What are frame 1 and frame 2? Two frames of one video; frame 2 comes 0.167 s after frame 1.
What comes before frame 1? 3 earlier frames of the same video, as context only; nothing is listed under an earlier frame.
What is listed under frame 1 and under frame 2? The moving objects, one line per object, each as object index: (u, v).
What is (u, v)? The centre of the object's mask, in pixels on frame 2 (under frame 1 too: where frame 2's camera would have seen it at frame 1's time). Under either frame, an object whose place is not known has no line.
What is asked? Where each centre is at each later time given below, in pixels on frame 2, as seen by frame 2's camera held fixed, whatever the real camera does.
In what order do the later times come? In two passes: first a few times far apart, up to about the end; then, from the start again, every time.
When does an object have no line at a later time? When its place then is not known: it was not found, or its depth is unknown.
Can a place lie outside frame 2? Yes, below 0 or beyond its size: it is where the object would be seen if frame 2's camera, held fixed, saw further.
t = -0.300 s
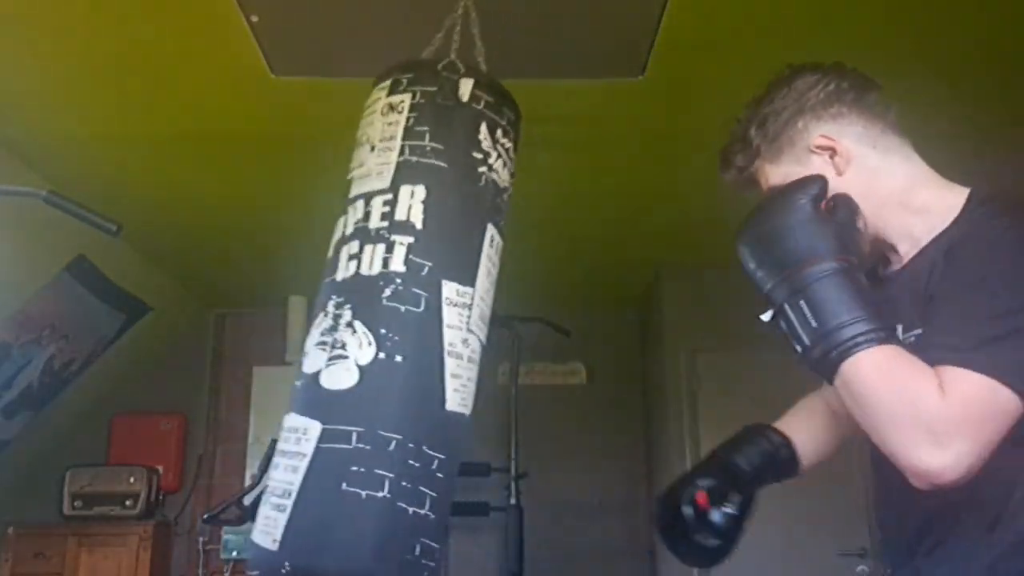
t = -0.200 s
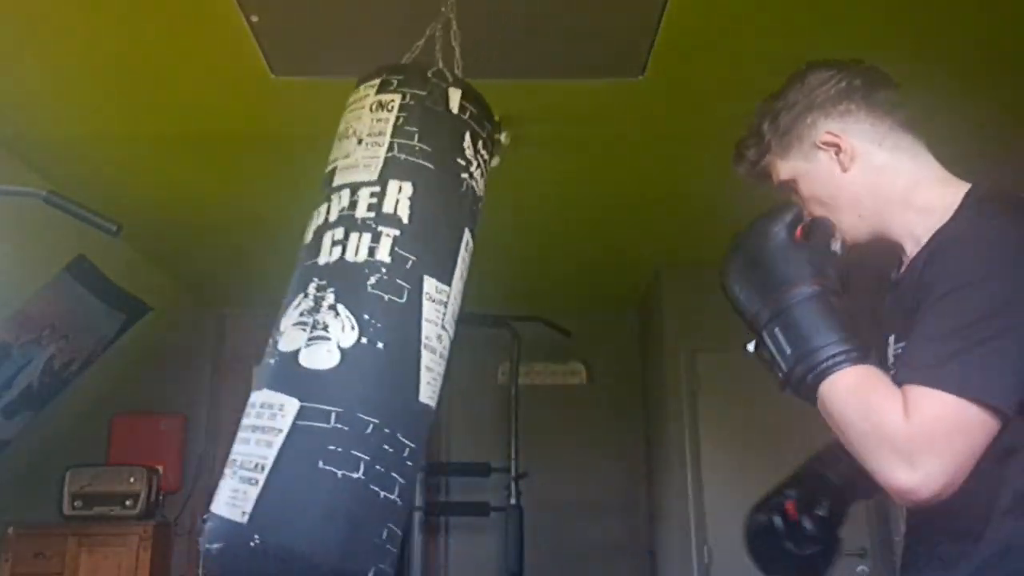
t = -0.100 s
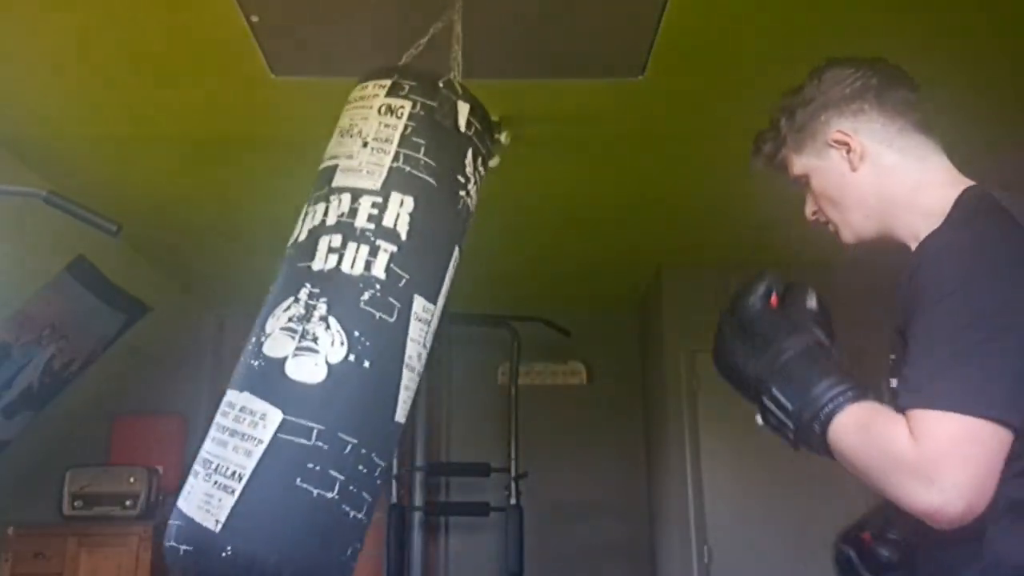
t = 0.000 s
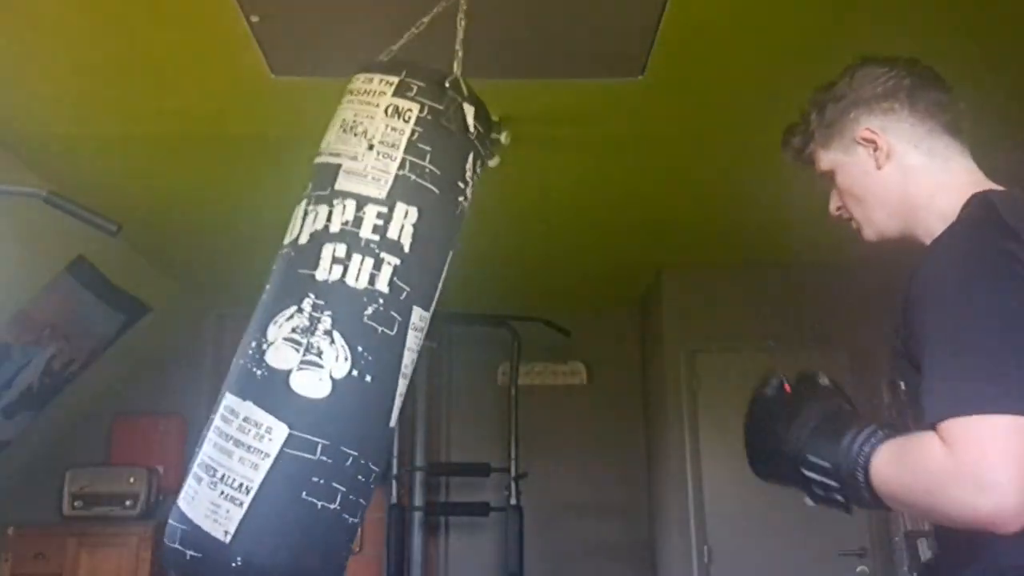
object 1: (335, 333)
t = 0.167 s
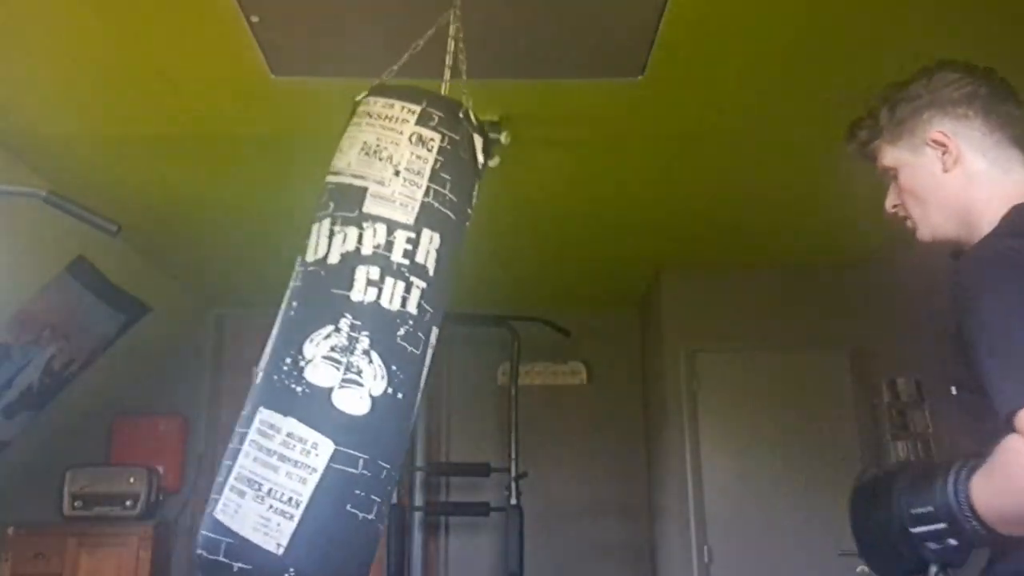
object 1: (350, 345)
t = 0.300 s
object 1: (387, 348)
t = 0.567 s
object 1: (481, 353)
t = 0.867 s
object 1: (573, 348)
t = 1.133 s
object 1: (601, 342)
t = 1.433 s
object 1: (544, 339)
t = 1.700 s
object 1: (433, 336)
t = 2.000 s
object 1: (340, 339)
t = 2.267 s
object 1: (349, 345)
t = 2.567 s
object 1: (442, 350)
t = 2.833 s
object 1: (538, 350)
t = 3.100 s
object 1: (597, 343)
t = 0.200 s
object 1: (357, 348)
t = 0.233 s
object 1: (366, 348)
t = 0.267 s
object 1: (376, 349)
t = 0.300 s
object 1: (387, 348)
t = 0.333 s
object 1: (397, 346)
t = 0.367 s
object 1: (407, 346)
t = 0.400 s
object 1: (418, 347)
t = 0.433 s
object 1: (430, 350)
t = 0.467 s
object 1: (443, 352)
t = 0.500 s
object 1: (456, 353)
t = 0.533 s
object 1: (469, 353)
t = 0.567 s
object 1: (481, 353)
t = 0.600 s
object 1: (493, 353)
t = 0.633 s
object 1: (504, 353)
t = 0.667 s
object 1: (515, 351)
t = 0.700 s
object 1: (526, 350)
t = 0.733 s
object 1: (537, 349)
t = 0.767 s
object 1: (547, 349)
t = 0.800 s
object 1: (558, 350)
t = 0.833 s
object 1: (567, 349)
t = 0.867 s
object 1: (573, 348)
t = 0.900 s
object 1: (581, 348)
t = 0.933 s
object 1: (586, 347)
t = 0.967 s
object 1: (592, 346)
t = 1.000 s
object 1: (595, 345)
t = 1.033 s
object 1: (598, 344)
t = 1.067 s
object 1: (600, 342)
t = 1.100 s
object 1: (601, 341)
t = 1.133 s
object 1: (601, 342)
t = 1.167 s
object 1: (600, 343)
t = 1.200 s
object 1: (598, 344)
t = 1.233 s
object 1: (594, 344)
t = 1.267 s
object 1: (588, 344)
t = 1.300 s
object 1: (582, 344)
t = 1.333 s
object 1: (574, 343)
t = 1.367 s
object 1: (565, 341)
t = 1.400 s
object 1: (555, 340)
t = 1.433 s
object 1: (544, 339)
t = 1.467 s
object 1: (531, 339)
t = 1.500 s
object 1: (518, 341)
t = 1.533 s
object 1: (504, 341)
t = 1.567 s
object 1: (490, 341)
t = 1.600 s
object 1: (476, 340)
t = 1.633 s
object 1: (462, 338)
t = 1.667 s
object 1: (447, 339)
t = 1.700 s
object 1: (433, 336)
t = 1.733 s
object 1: (420, 337)
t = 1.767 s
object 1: (406, 337)
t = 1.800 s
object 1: (393, 338)
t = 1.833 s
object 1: (381, 340)
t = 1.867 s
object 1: (369, 341)
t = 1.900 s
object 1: (359, 343)
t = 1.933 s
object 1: (351, 341)
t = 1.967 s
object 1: (344, 340)
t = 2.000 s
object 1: (340, 339)
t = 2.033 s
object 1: (334, 340)
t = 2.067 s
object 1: (333, 339)
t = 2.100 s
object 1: (332, 340)
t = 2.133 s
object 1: (333, 341)
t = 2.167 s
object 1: (335, 341)
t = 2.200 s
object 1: (338, 343)
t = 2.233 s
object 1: (343, 344)
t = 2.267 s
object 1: (349, 345)
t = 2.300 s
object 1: (358, 345)
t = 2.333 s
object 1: (366, 346)
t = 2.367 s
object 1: (375, 345)
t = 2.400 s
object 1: (385, 345)
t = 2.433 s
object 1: (395, 345)
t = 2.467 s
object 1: (407, 347)
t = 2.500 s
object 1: (418, 348)
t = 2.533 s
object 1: (430, 349)
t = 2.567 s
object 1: (442, 350)
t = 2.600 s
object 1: (455, 350)
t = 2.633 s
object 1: (467, 351)
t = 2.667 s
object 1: (480, 351)
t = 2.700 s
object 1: (491, 351)
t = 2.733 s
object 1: (504, 350)
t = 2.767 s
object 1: (515, 350)
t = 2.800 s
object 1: (527, 350)
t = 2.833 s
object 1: (538, 350)
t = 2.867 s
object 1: (548, 350)
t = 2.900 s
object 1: (558, 349)
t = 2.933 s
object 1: (566, 349)
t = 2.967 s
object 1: (574, 347)
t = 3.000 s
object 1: (581, 346)
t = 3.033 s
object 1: (587, 345)
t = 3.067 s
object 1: (592, 344)
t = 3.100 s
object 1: (597, 343)
